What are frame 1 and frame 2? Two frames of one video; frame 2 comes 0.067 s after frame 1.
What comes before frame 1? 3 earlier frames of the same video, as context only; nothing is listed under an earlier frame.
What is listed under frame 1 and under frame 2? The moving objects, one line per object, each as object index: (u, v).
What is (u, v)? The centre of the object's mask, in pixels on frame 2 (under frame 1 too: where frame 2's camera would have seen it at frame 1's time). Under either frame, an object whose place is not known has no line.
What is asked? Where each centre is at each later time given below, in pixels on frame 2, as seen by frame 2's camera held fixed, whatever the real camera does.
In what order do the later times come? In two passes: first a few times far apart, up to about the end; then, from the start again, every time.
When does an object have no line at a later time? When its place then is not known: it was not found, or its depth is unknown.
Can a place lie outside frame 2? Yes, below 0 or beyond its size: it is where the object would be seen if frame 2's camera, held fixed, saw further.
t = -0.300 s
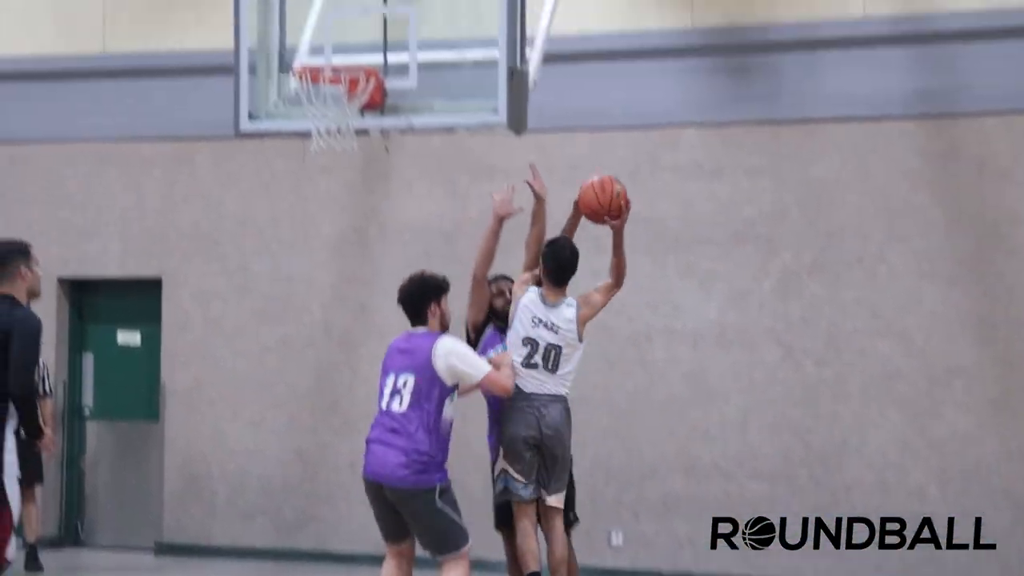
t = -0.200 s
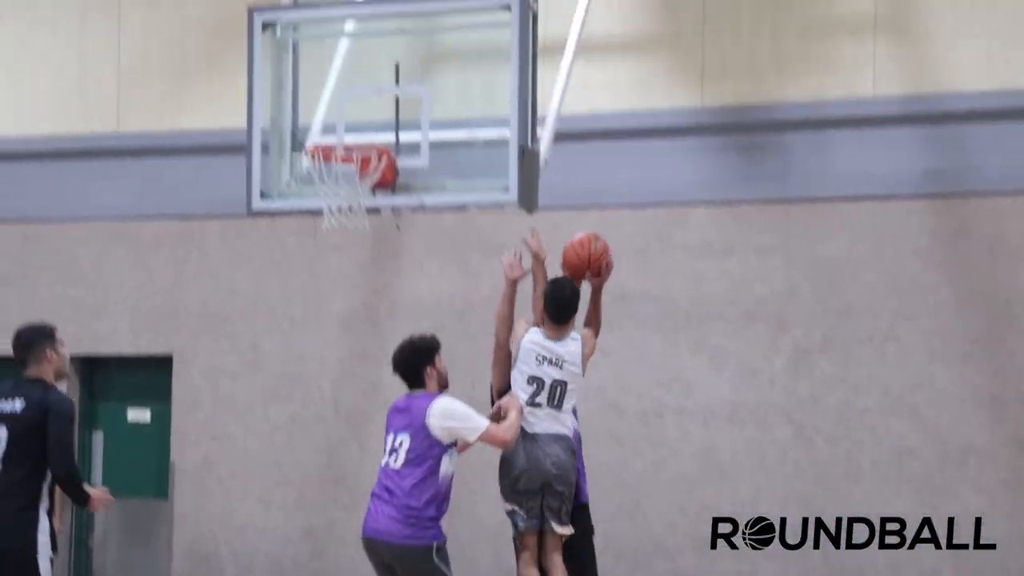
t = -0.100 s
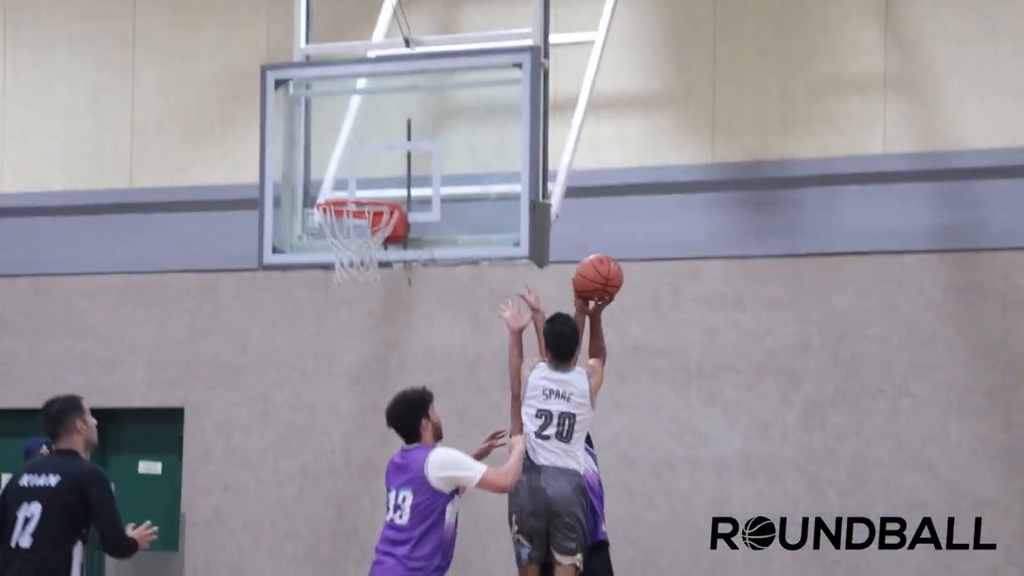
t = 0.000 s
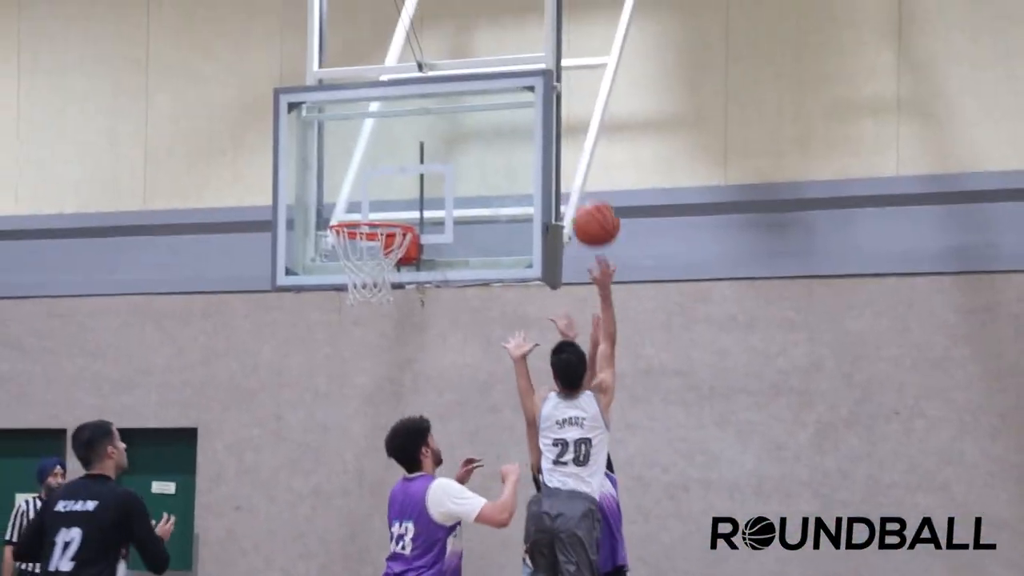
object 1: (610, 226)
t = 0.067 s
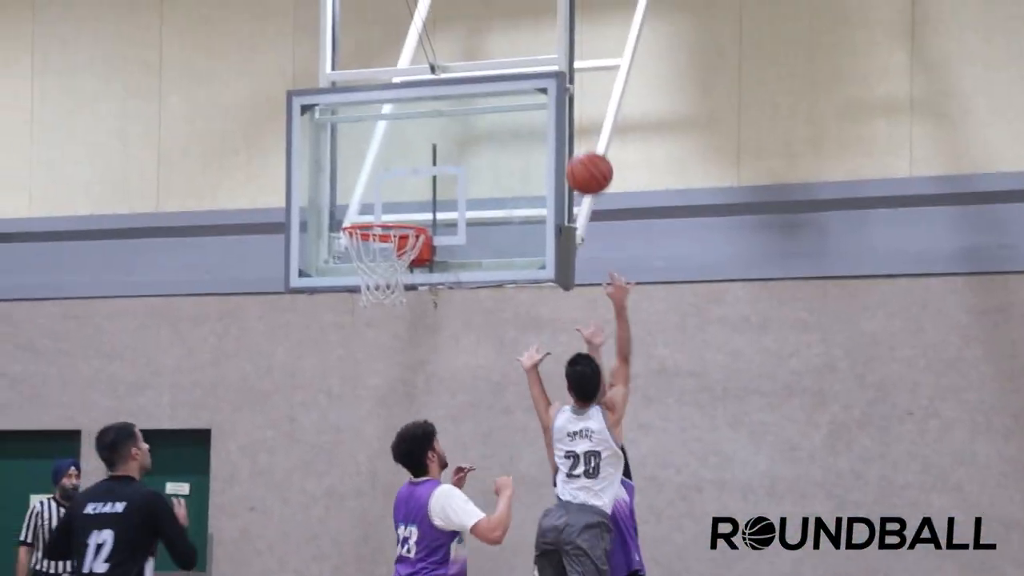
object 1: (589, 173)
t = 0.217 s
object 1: (546, 90)
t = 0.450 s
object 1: (480, 51)
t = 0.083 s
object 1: (584, 160)
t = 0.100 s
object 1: (579, 149)
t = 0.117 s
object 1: (575, 139)
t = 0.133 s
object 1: (569, 129)
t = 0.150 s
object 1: (565, 120)
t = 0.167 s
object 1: (560, 111)
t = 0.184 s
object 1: (555, 104)
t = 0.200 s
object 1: (551, 96)
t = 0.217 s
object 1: (546, 90)
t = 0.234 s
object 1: (541, 83)
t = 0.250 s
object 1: (536, 77)
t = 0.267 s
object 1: (531, 72)
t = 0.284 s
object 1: (527, 66)
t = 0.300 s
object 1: (522, 62)
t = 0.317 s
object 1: (518, 58)
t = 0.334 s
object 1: (513, 54)
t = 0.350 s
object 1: (508, 51)
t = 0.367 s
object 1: (504, 49)
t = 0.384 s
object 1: (499, 49)
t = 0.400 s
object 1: (494, 49)
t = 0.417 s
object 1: (489, 50)
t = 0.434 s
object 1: (485, 50)
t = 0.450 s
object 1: (480, 51)
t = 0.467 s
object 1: (476, 52)
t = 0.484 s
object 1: (471, 54)
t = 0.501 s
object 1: (467, 55)
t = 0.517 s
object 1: (463, 57)
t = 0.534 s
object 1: (458, 59)
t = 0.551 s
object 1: (453, 61)
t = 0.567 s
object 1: (448, 64)
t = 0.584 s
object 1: (444, 66)
